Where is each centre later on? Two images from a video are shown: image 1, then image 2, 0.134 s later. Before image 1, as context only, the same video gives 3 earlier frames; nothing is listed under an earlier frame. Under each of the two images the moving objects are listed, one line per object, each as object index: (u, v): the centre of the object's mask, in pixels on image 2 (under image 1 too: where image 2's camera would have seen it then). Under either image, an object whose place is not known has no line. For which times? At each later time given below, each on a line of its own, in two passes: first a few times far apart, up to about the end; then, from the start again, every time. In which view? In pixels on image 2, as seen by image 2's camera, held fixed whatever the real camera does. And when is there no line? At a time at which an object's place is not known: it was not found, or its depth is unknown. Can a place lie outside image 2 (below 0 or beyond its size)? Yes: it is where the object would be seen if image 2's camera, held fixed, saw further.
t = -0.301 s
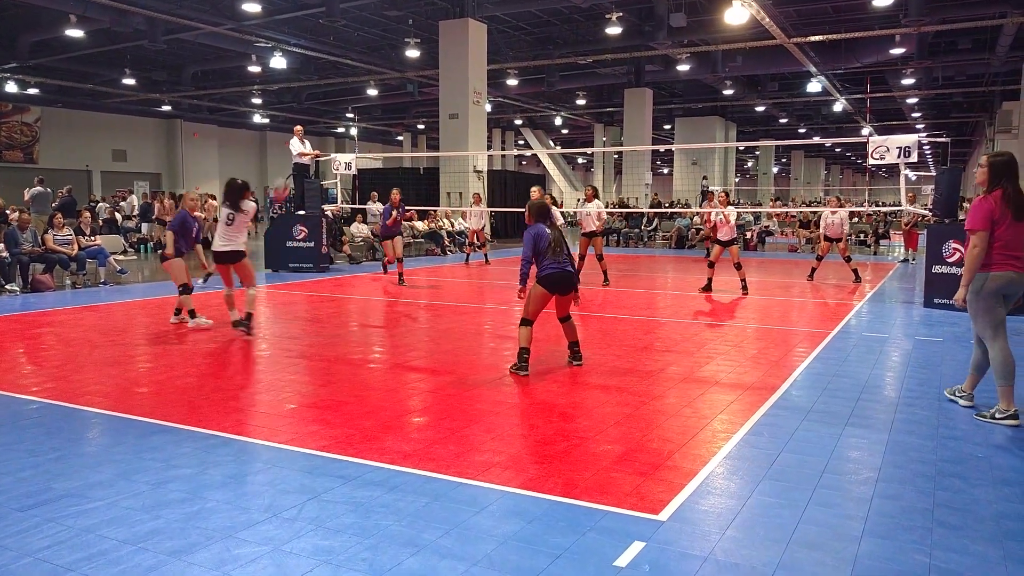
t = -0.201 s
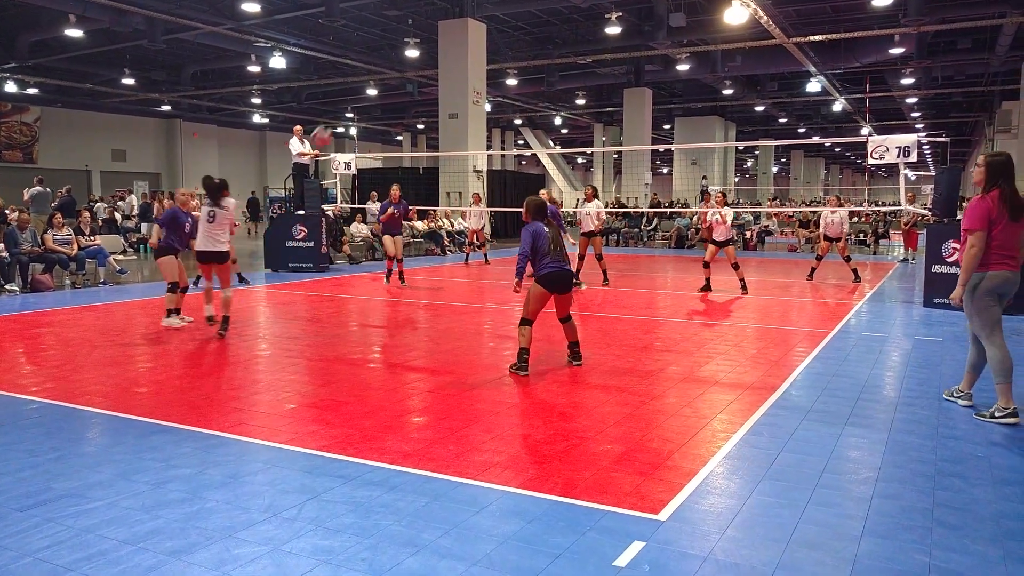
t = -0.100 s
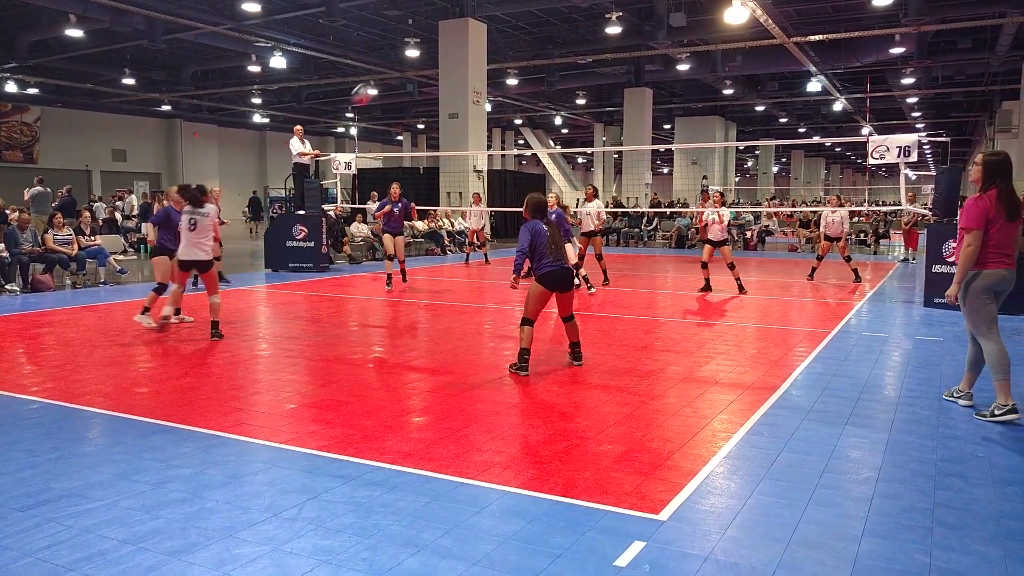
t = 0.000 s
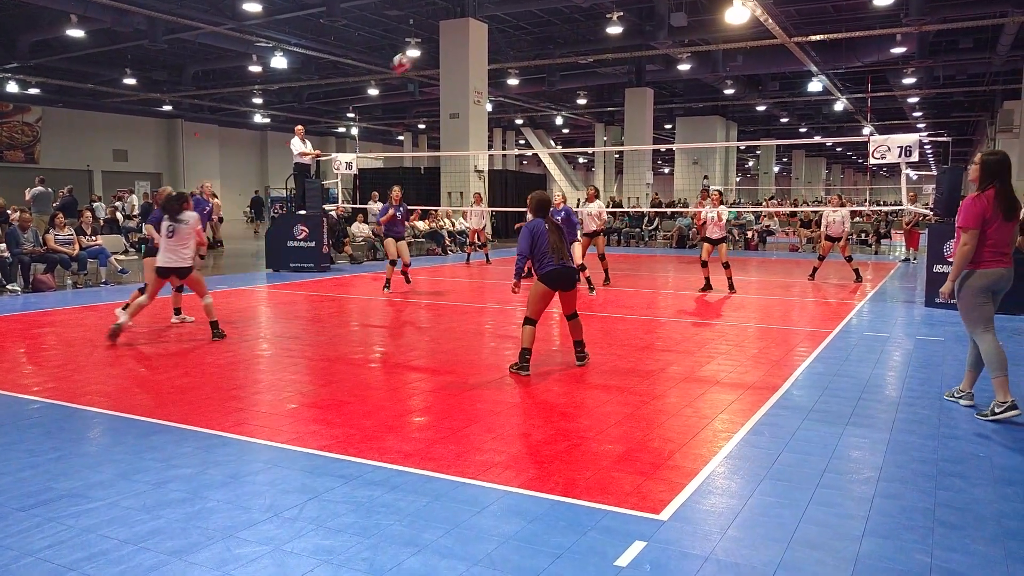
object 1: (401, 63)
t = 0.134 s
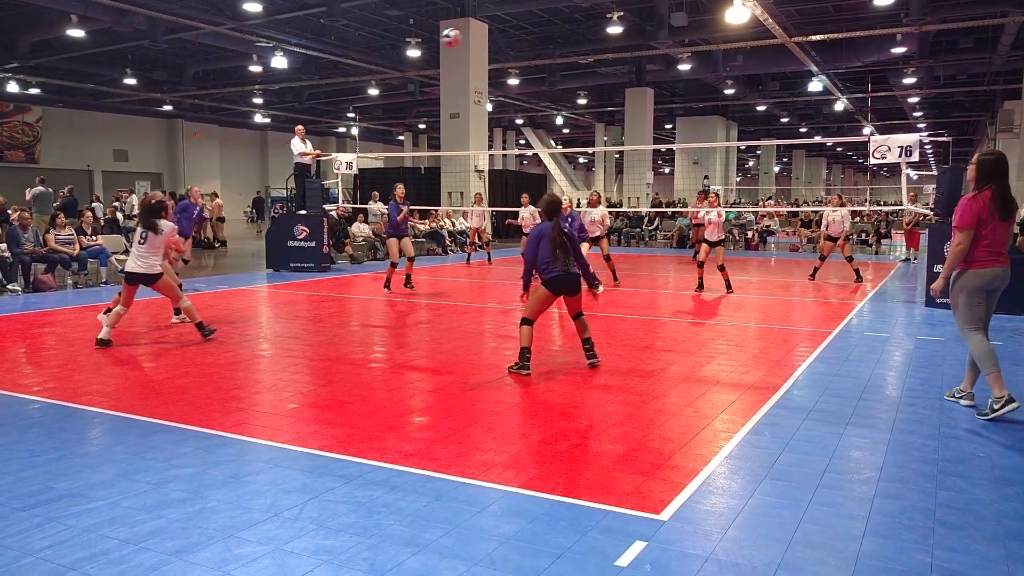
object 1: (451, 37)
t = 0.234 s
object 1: (487, 28)
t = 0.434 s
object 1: (550, 36)
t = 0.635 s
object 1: (609, 72)
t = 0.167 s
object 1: (462, 33)
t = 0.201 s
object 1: (474, 30)
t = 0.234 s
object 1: (487, 28)
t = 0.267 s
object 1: (497, 28)
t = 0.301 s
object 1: (508, 28)
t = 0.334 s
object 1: (519, 29)
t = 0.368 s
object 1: (530, 30)
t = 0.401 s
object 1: (540, 33)
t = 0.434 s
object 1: (550, 36)
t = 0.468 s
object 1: (561, 40)
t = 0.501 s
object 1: (571, 45)
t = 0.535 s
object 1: (581, 51)
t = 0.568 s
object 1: (591, 57)
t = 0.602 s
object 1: (600, 65)
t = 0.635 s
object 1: (609, 72)
